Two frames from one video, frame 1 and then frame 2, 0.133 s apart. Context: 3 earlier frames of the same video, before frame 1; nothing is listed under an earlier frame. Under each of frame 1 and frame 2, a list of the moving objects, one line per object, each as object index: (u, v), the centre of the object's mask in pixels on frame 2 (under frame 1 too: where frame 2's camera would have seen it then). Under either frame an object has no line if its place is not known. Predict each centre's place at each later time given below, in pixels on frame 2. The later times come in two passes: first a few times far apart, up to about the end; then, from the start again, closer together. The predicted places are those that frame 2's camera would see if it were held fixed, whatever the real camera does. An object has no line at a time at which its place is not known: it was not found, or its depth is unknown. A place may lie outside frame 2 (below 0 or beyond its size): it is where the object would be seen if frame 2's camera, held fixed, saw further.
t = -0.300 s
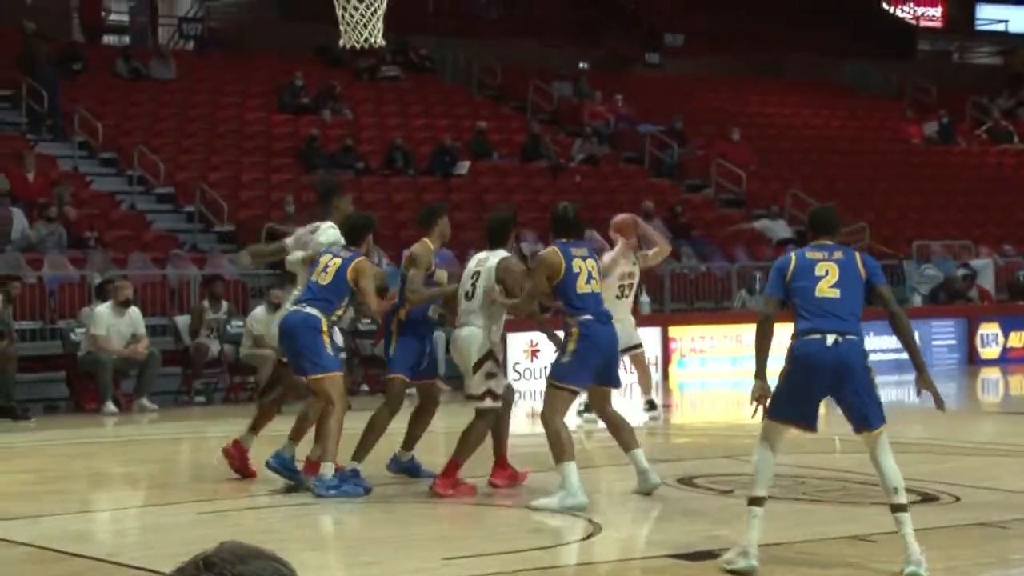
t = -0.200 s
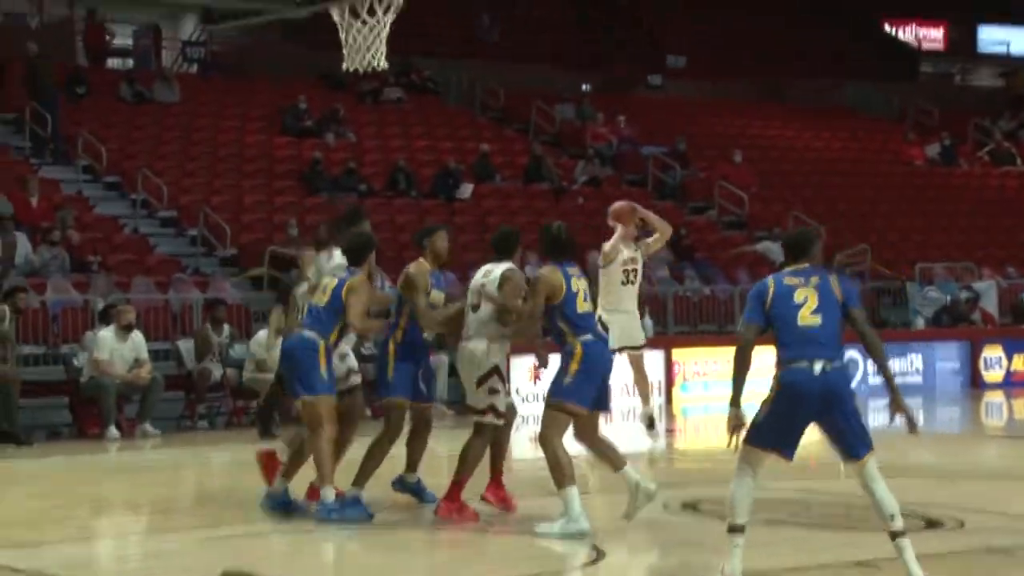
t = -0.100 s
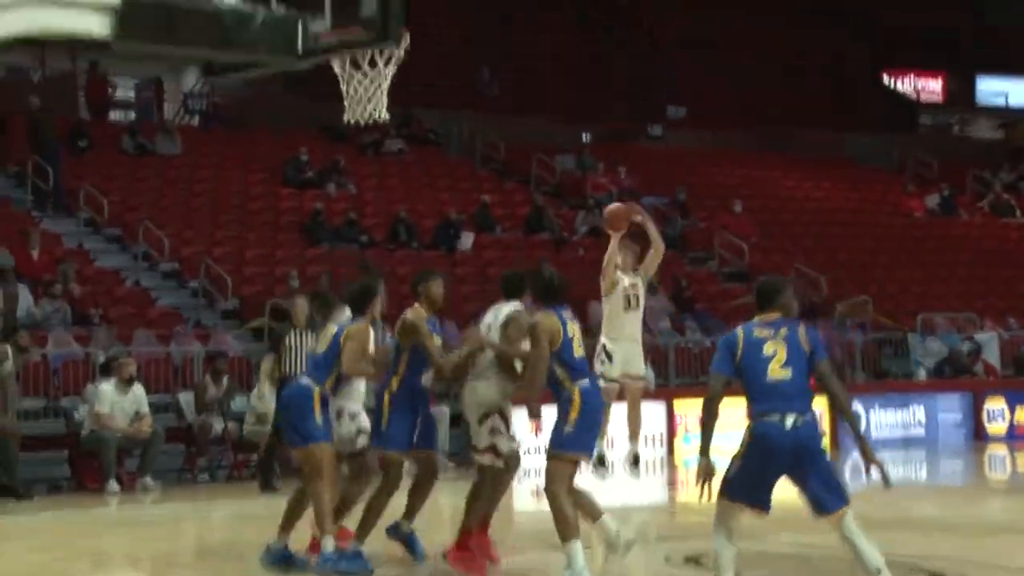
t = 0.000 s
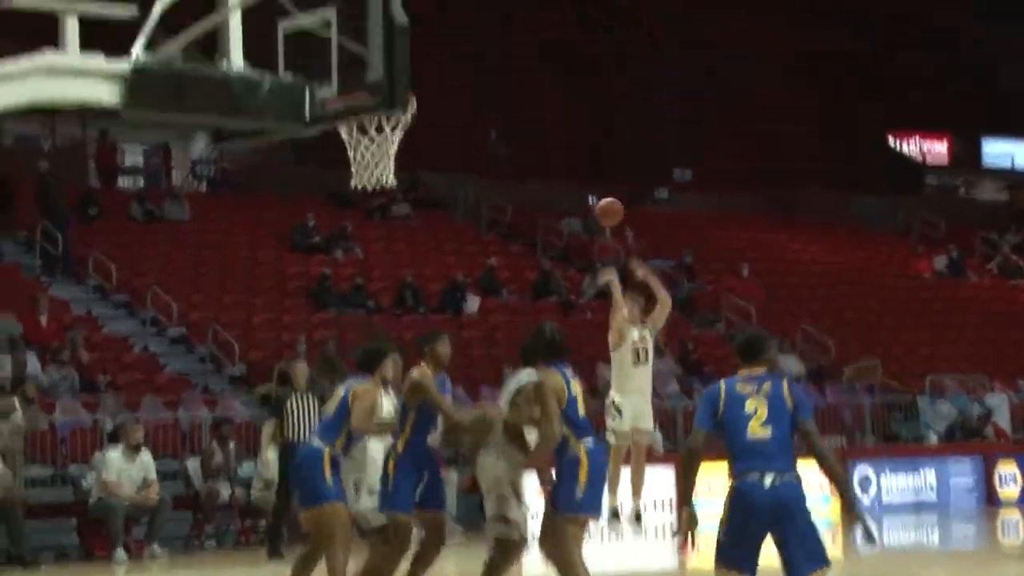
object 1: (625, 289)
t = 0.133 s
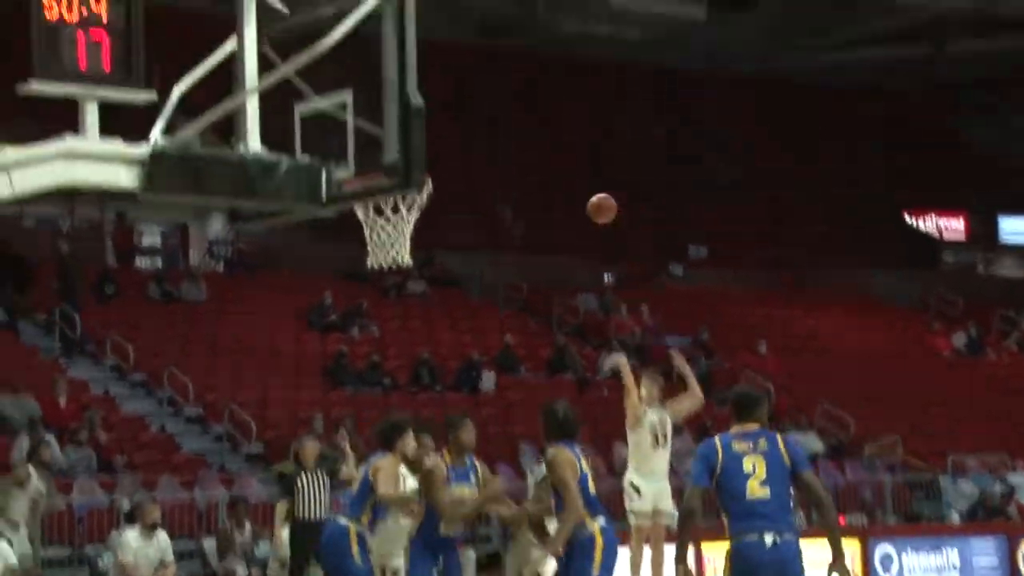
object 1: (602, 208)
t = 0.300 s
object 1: (569, 128)
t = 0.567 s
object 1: (508, 58)
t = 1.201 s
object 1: (411, 216)
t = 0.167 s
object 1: (596, 190)
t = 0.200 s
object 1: (589, 173)
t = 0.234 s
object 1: (582, 157)
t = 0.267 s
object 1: (576, 142)
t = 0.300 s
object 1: (569, 128)
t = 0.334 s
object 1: (562, 115)
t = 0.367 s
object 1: (555, 104)
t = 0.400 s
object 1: (548, 93)
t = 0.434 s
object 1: (540, 84)
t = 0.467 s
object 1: (532, 75)
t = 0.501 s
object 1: (525, 68)
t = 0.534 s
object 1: (517, 62)
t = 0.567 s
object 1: (508, 58)
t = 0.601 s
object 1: (500, 55)
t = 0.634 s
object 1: (491, 54)
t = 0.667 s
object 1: (482, 55)
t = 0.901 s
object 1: (425, 106)
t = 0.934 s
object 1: (389, 128)
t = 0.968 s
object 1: (381, 145)
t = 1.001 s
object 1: (371, 157)
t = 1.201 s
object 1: (411, 216)
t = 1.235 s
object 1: (422, 213)
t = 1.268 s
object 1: (432, 221)
